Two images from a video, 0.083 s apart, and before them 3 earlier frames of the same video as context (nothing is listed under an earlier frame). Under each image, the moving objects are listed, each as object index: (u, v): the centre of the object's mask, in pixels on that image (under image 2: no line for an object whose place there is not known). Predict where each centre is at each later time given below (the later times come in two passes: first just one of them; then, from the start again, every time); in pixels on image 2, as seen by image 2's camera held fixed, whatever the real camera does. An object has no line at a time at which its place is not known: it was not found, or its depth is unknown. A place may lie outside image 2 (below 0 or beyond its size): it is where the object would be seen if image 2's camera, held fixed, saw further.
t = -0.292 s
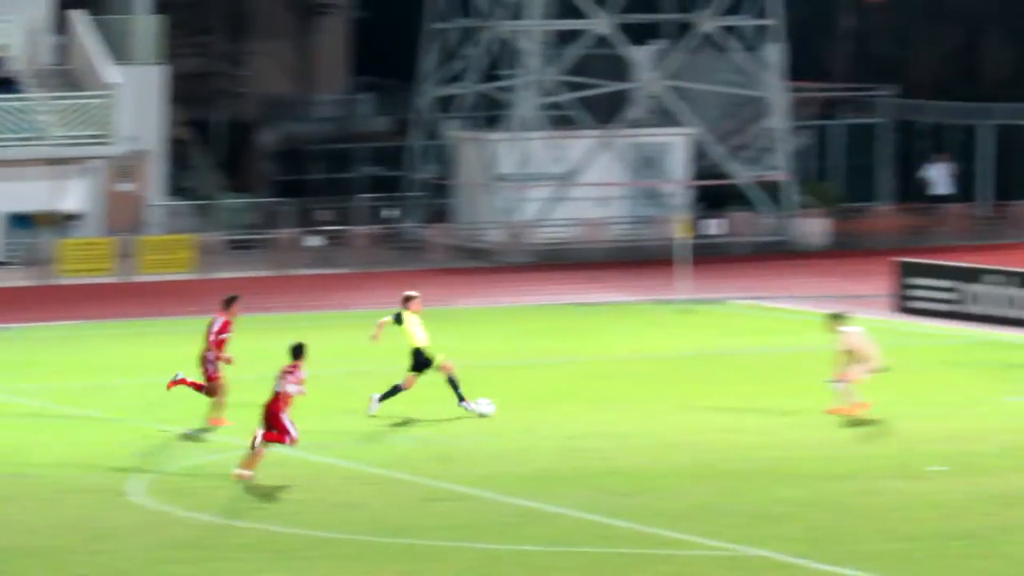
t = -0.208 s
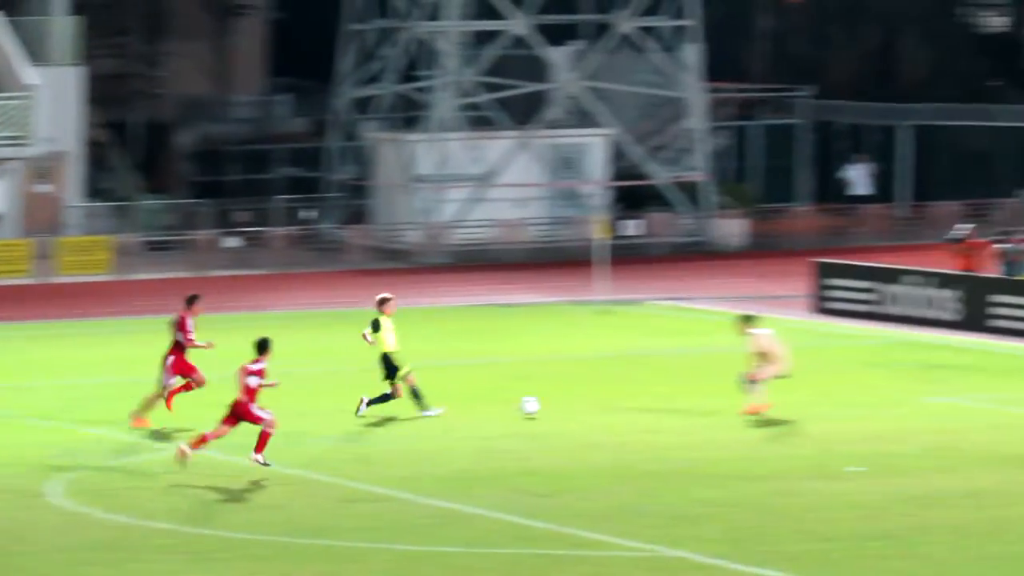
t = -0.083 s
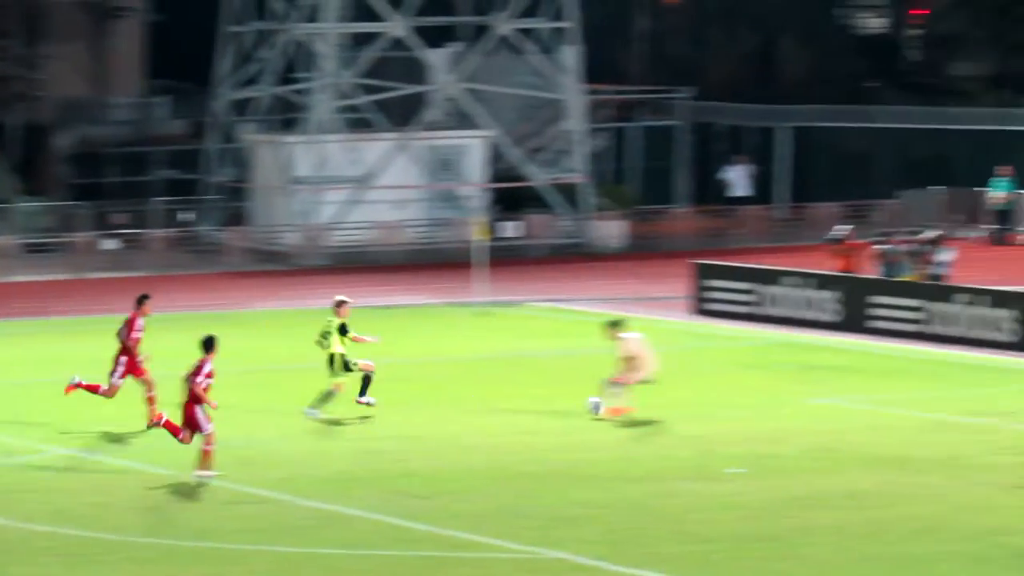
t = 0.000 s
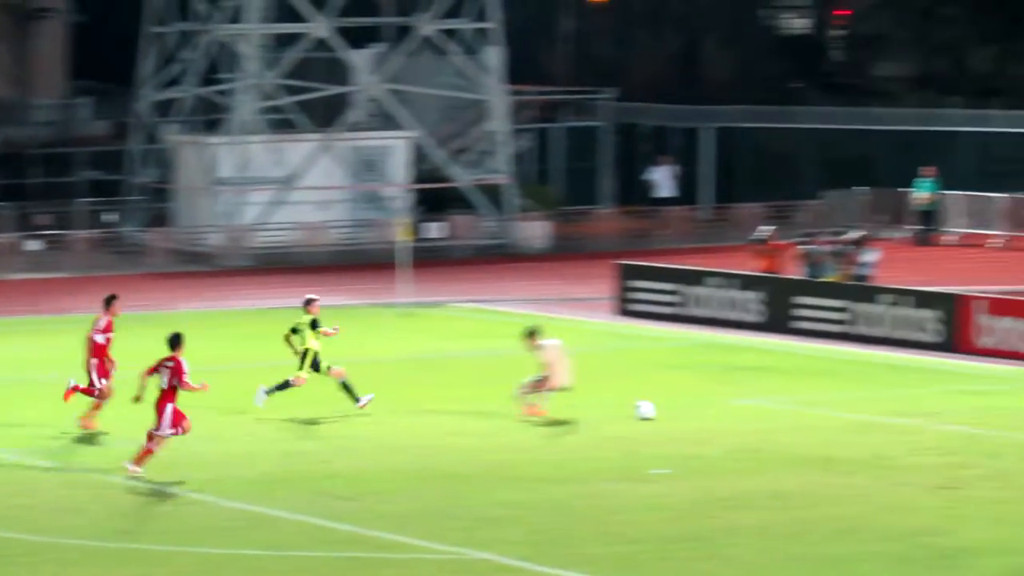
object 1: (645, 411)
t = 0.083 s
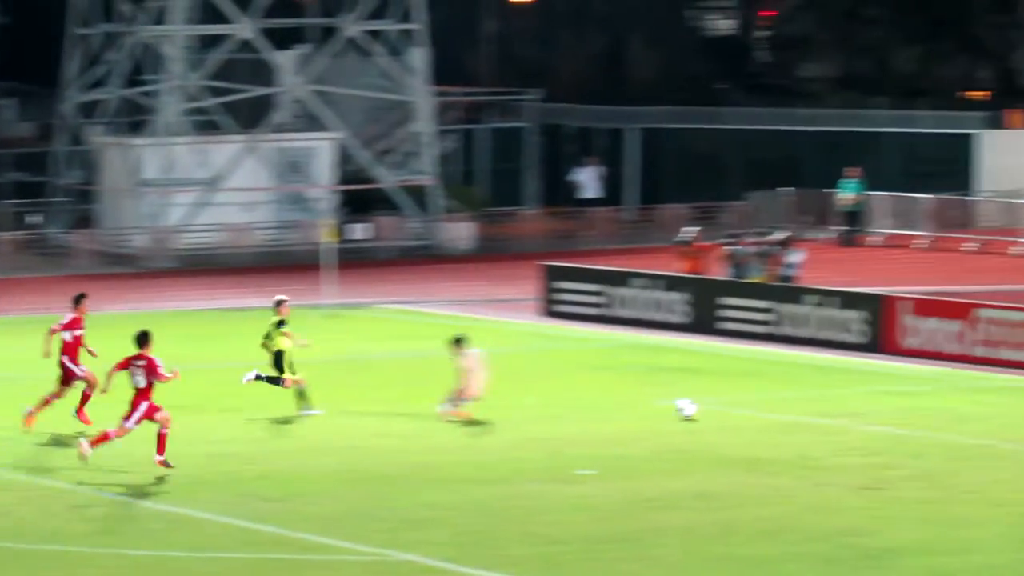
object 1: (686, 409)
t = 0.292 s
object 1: (961, 404)
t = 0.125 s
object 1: (743, 409)
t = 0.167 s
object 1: (800, 410)
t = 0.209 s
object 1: (856, 411)
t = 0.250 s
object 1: (910, 408)
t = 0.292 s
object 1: (961, 404)
